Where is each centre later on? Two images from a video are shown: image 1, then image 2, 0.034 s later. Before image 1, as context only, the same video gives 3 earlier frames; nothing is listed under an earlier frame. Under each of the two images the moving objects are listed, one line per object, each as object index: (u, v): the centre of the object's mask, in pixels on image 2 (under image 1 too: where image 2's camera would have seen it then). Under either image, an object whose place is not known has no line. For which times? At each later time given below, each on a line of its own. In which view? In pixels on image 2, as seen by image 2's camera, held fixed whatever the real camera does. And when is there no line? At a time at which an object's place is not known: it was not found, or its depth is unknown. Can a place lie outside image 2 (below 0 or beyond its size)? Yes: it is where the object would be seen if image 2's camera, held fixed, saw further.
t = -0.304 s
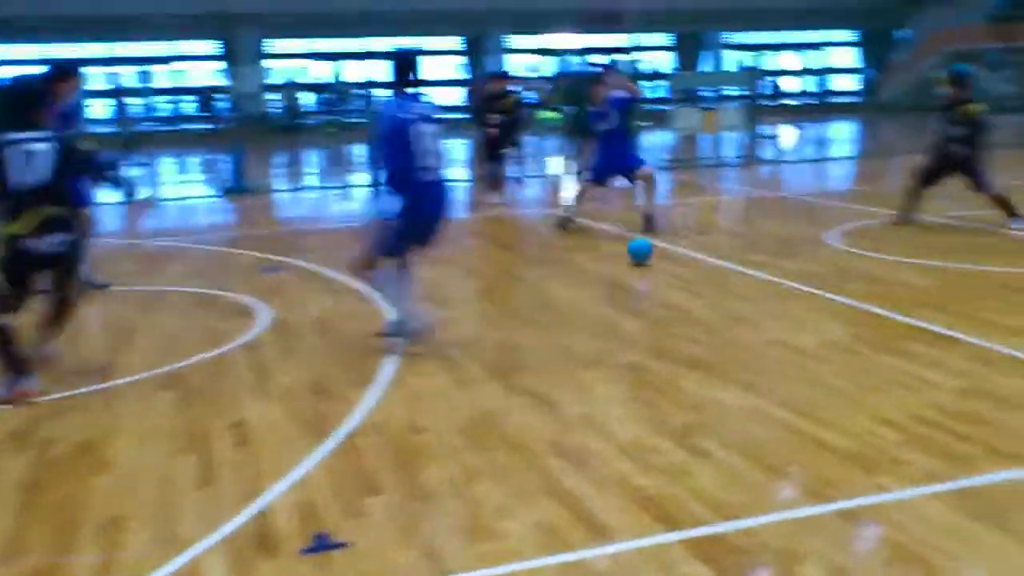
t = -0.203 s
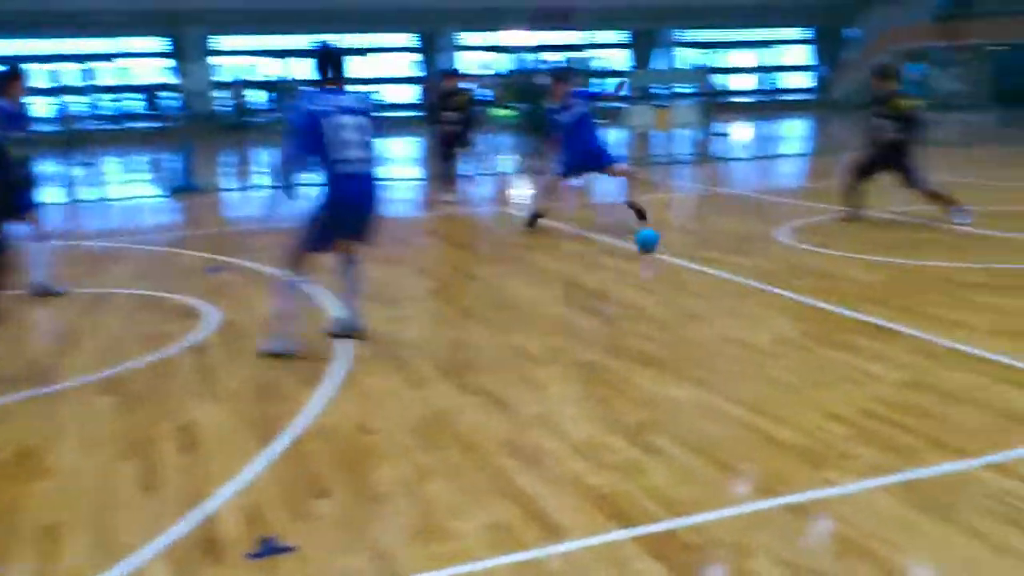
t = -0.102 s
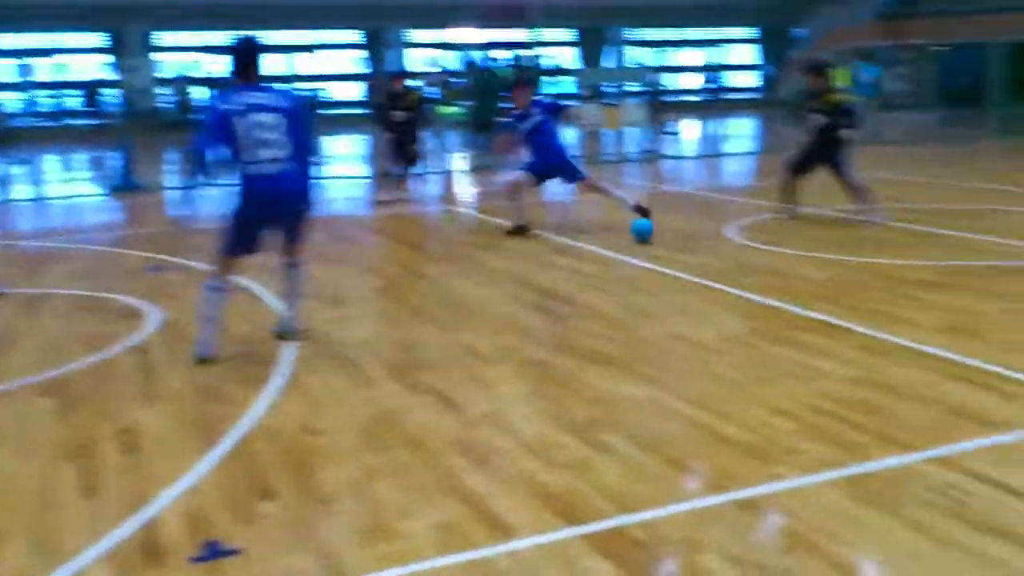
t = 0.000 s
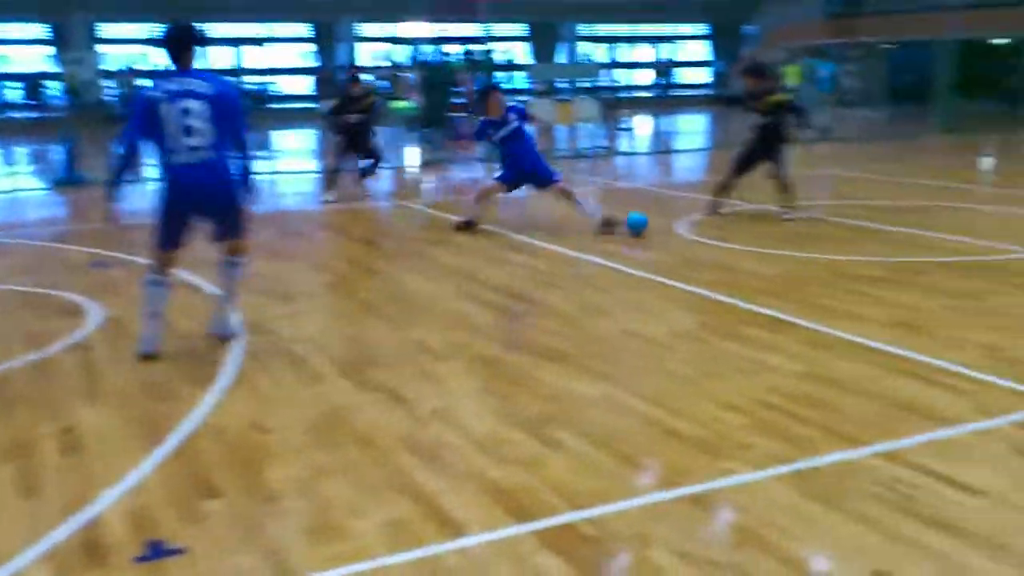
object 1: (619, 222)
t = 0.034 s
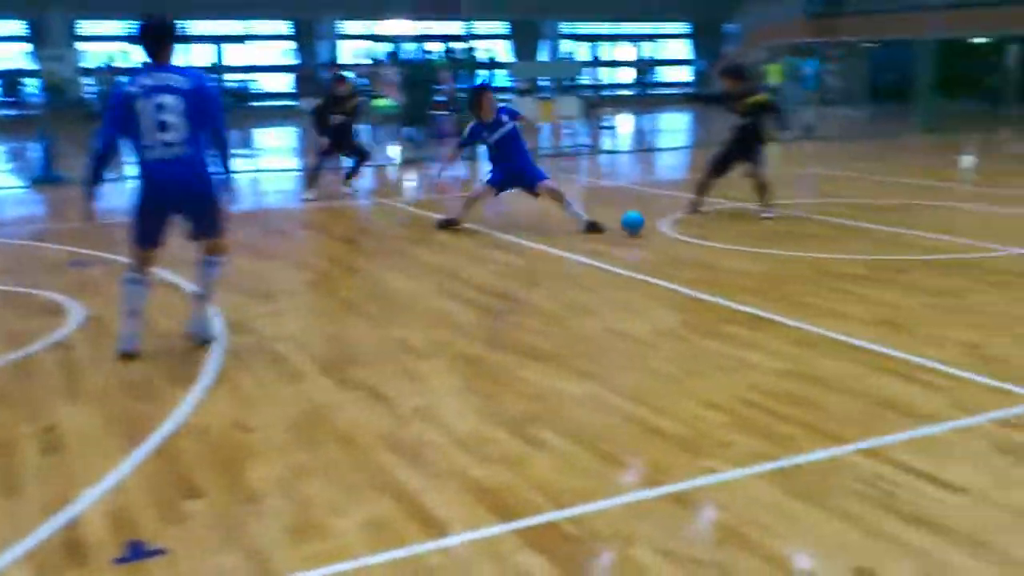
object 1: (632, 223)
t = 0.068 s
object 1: (646, 224)
